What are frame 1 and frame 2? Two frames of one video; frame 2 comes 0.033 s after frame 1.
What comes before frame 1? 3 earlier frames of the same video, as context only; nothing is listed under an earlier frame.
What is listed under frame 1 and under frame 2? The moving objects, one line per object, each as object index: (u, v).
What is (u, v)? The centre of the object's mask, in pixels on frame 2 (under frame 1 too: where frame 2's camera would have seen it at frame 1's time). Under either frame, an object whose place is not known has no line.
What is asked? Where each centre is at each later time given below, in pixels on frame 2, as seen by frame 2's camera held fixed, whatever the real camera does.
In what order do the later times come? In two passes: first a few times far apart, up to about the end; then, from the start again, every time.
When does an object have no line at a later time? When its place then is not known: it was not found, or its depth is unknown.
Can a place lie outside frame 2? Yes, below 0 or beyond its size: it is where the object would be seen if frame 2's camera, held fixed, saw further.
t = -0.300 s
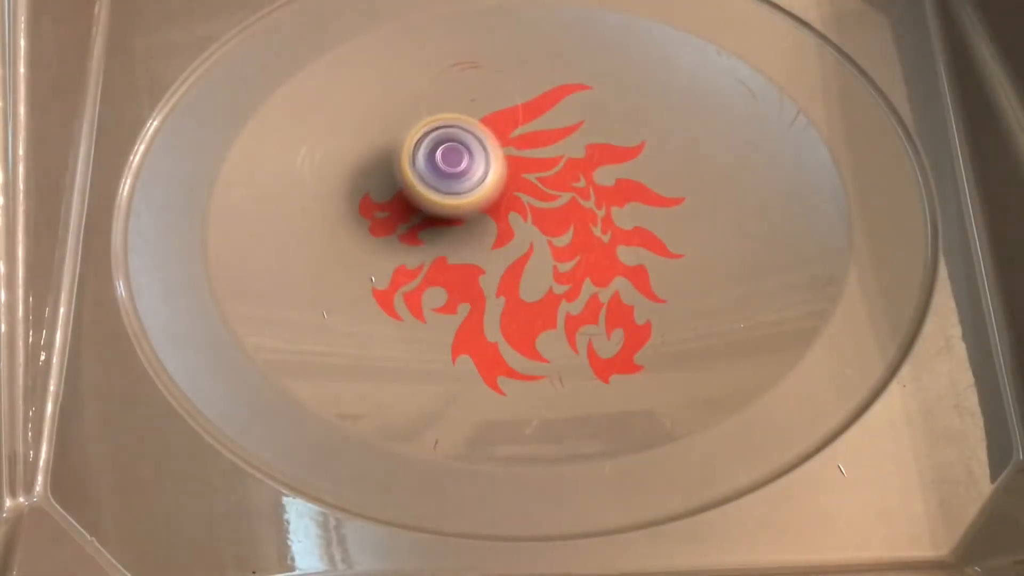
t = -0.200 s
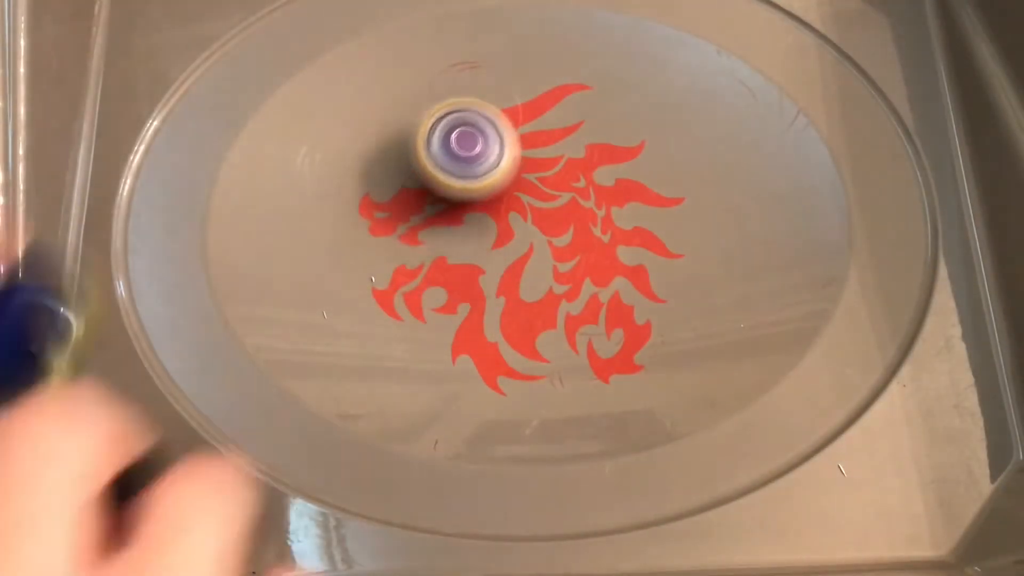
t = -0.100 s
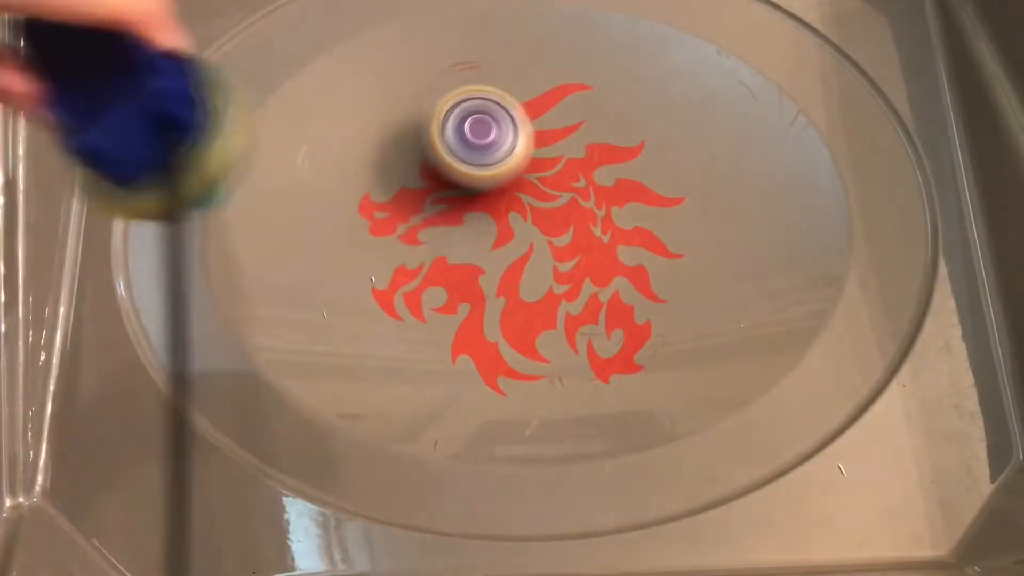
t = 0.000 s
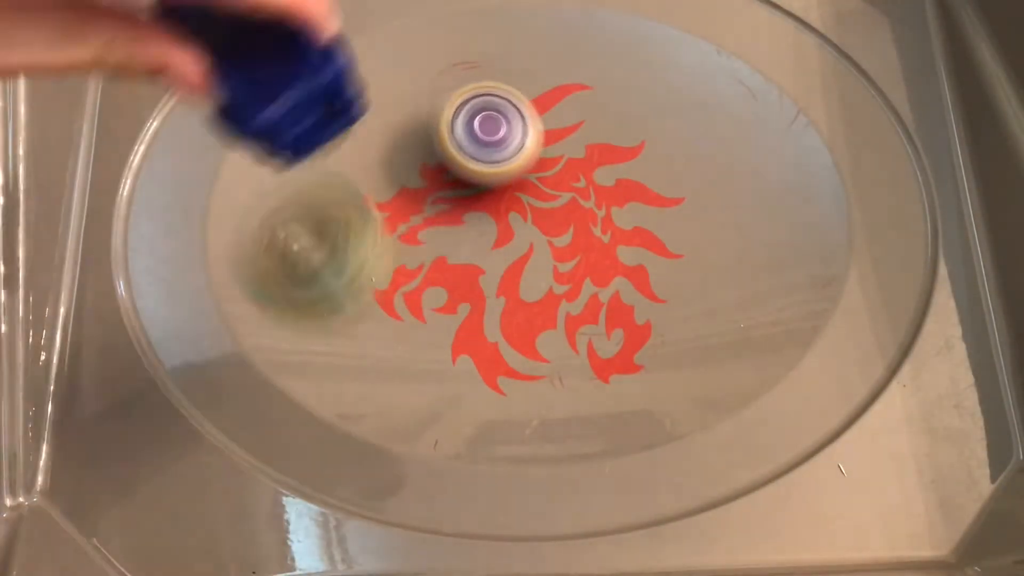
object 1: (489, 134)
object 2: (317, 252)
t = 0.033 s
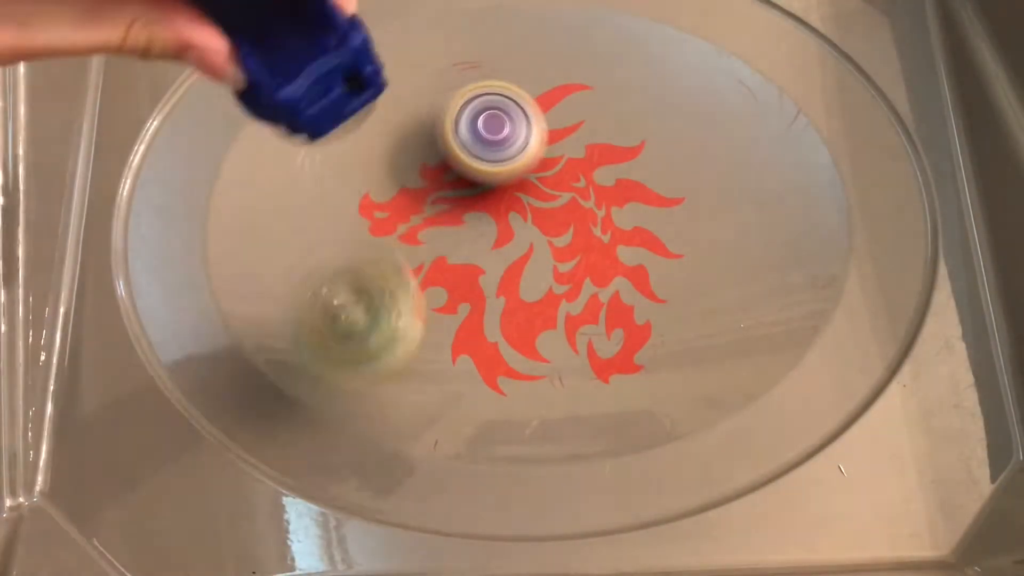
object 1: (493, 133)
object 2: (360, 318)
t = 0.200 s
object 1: (519, 133)
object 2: (529, 258)
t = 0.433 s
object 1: (521, 88)
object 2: (613, 221)
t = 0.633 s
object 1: (480, 99)
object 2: (457, 205)
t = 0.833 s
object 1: (481, 118)
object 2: (310, 190)
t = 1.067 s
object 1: (557, 154)
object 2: (241, 182)
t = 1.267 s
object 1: (641, 178)
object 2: (263, 179)
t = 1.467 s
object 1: (681, 182)
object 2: (301, 161)
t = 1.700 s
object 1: (687, 189)
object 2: (365, 148)
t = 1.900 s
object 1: (663, 212)
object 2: (447, 153)
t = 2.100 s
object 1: (628, 268)
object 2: (571, 133)
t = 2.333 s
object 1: (631, 326)
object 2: (634, 117)
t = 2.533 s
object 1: (616, 310)
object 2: (665, 143)
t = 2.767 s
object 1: (525, 297)
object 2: (689, 189)
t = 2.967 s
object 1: (446, 293)
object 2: (686, 235)
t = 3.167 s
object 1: (414, 282)
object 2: (655, 278)
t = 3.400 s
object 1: (398, 243)
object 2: (597, 305)
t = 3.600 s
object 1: (402, 202)
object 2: (546, 303)
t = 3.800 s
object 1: (429, 164)
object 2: (488, 285)
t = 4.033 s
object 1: (469, 130)
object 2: (442, 245)
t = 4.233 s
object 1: (509, 124)
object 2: (432, 204)
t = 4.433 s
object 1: (563, 127)
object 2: (432, 161)
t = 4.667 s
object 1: (627, 146)
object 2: (457, 127)
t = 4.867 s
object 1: (665, 172)
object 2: (490, 119)
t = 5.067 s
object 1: (684, 206)
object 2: (533, 131)
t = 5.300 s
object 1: (670, 255)
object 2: (607, 157)
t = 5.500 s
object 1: (674, 333)
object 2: (606, 136)
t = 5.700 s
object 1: (655, 338)
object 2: (608, 159)
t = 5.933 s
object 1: (575, 308)
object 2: (602, 199)
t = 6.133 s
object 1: (453, 289)
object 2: (593, 218)
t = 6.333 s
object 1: (370, 260)
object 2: (564, 234)
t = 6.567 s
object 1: (340, 220)
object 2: (532, 246)
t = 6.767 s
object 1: (357, 177)
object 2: (506, 240)
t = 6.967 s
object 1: (401, 146)
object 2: (485, 226)
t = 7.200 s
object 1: (472, 95)
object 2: (490, 260)
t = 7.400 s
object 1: (536, 103)
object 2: (496, 270)
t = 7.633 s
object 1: (638, 151)
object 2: (501, 276)
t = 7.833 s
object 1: (719, 205)
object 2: (507, 279)
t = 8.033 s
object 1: (761, 255)
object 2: (512, 279)
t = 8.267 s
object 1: (747, 288)
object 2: (520, 273)
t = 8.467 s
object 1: (670, 290)
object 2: (530, 267)
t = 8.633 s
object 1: (656, 294)
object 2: (433, 216)
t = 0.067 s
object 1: (498, 131)
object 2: (388, 342)
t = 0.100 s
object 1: (505, 126)
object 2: (425, 309)
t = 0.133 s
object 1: (509, 131)
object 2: (462, 281)
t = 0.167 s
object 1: (514, 133)
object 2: (498, 265)
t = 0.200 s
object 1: (519, 133)
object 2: (529, 258)
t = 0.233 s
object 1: (524, 133)
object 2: (558, 234)
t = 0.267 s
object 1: (531, 133)
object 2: (581, 222)
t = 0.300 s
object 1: (534, 119)
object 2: (601, 217)
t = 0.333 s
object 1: (535, 107)
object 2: (613, 219)
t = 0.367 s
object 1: (533, 98)
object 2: (618, 220)
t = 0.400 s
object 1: (528, 93)
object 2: (618, 220)
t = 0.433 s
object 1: (521, 88)
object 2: (613, 221)
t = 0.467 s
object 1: (513, 85)
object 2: (601, 220)
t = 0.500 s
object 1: (504, 85)
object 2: (582, 218)
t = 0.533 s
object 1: (495, 87)
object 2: (556, 216)
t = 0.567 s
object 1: (488, 91)
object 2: (525, 213)
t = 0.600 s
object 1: (482, 96)
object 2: (490, 207)
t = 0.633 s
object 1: (480, 99)
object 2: (457, 205)
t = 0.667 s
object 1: (480, 98)
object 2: (422, 204)
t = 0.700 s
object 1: (478, 99)
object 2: (392, 200)
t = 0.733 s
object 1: (478, 103)
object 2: (369, 197)
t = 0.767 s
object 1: (478, 106)
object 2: (347, 194)
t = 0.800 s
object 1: (479, 112)
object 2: (328, 192)
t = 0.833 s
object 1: (481, 118)
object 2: (310, 190)
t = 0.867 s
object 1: (484, 125)
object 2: (295, 189)
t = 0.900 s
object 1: (488, 131)
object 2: (281, 187)
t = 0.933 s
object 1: (497, 137)
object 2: (269, 186)
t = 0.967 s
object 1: (510, 141)
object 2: (260, 185)
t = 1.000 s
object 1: (526, 145)
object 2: (252, 184)
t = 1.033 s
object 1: (541, 150)
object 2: (245, 183)
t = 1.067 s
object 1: (557, 154)
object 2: (241, 182)
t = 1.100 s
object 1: (572, 158)
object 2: (239, 181)
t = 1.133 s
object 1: (587, 162)
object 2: (239, 180)
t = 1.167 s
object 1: (603, 167)
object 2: (243, 180)
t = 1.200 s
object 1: (618, 172)
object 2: (248, 180)
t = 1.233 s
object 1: (632, 176)
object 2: (255, 180)
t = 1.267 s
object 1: (641, 178)
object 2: (263, 179)
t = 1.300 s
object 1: (650, 179)
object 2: (270, 177)
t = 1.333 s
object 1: (659, 180)
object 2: (277, 175)
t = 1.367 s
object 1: (666, 181)
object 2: (284, 172)
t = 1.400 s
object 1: (672, 182)
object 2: (289, 168)
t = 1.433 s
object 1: (677, 182)
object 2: (295, 164)
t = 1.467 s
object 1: (681, 182)
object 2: (301, 161)
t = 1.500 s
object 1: (684, 182)
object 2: (308, 158)
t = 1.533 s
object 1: (687, 183)
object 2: (316, 155)
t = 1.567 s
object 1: (689, 184)
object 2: (325, 153)
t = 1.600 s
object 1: (690, 185)
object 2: (334, 151)
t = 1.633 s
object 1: (690, 186)
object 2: (344, 150)
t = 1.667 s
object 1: (689, 187)
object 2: (354, 149)
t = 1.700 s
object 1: (687, 189)
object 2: (365, 148)
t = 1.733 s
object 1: (684, 192)
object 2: (377, 149)
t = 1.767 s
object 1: (681, 196)
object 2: (389, 148)
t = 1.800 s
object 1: (678, 200)
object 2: (403, 149)
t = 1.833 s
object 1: (673, 203)
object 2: (417, 151)
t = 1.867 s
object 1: (668, 208)
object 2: (431, 152)
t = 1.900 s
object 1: (663, 212)
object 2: (447, 153)
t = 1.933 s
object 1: (657, 217)
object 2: (463, 153)
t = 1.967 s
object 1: (649, 223)
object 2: (483, 152)
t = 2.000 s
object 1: (642, 228)
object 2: (506, 152)
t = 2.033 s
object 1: (634, 233)
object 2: (530, 151)
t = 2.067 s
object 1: (627, 241)
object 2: (553, 149)
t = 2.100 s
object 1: (628, 268)
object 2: (571, 133)
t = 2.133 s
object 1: (627, 288)
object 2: (585, 122)
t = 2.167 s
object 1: (626, 300)
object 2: (595, 118)
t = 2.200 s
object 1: (626, 310)
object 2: (604, 116)
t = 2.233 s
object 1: (627, 317)
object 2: (612, 115)
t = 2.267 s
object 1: (629, 322)
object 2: (620, 114)
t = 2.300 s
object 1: (631, 325)
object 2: (627, 115)
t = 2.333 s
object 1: (631, 326)
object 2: (634, 117)
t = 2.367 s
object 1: (631, 325)
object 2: (639, 120)
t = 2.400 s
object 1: (629, 323)
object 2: (644, 124)
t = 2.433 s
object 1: (627, 319)
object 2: (650, 127)
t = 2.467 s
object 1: (624, 316)
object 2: (654, 132)
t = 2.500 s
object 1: (620, 313)
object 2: (660, 137)
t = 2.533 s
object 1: (616, 310)
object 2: (665, 143)
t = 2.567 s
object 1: (609, 307)
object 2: (670, 148)
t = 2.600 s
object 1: (601, 305)
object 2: (674, 154)
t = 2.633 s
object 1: (590, 301)
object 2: (678, 160)
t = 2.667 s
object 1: (577, 298)
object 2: (681, 166)
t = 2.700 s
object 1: (561, 297)
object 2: (683, 173)
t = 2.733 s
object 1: (544, 297)
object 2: (687, 181)
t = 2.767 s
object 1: (525, 297)
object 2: (689, 189)
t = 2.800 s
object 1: (507, 297)
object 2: (690, 195)
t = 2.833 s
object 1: (488, 297)
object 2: (692, 203)
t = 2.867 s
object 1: (475, 296)
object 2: (692, 210)
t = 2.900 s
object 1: (464, 296)
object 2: (690, 218)
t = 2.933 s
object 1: (454, 295)
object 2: (689, 226)
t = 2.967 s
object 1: (446, 293)
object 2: (686, 235)
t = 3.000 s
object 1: (439, 293)
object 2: (682, 243)
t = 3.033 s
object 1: (433, 291)
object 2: (679, 251)
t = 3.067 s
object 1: (428, 290)
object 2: (674, 258)
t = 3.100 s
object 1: (423, 288)
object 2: (670, 265)
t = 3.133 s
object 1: (419, 286)
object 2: (662, 272)
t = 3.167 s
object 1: (414, 282)
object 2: (655, 278)
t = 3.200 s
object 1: (410, 277)
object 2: (646, 283)
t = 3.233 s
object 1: (406, 271)
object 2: (639, 288)
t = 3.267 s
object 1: (405, 266)
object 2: (631, 292)
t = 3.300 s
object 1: (404, 261)
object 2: (623, 296)
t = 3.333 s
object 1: (401, 255)
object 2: (615, 299)
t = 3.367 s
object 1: (400, 249)
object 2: (606, 302)
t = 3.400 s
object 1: (398, 243)
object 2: (597, 305)
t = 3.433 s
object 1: (396, 237)
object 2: (586, 305)
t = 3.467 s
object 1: (395, 230)
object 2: (578, 307)
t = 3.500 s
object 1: (395, 223)
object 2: (570, 307)
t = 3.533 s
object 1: (395, 216)
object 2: (561, 307)
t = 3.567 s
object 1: (398, 210)
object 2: (552, 305)
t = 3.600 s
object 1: (402, 202)
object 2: (546, 303)
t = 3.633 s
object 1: (405, 194)
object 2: (540, 301)
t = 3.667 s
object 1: (410, 188)
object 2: (532, 298)
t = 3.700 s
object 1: (415, 181)
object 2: (523, 294)
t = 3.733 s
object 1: (419, 175)
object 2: (512, 293)
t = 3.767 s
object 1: (424, 170)
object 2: (500, 289)
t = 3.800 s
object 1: (429, 164)
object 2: (488, 285)
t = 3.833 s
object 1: (434, 157)
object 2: (478, 280)
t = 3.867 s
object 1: (439, 150)
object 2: (470, 275)
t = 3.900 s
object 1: (445, 146)
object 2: (463, 269)
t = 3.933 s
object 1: (452, 141)
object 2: (457, 263)
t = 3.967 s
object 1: (458, 137)
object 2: (452, 257)
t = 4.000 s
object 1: (463, 133)
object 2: (447, 251)
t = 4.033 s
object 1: (469, 130)
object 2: (442, 245)
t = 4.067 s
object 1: (474, 128)
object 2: (439, 238)
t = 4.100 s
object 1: (481, 126)
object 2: (435, 232)
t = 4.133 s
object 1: (487, 125)
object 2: (434, 225)
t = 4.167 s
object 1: (493, 125)
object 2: (432, 218)
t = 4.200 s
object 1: (500, 124)
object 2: (432, 211)
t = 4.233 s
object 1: (509, 124)
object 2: (432, 204)
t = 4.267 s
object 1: (515, 124)
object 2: (433, 196)
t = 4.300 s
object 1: (526, 124)
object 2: (430, 190)
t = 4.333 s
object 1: (535, 123)
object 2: (429, 183)
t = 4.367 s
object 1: (545, 125)
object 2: (429, 175)
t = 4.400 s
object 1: (554, 127)
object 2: (429, 168)
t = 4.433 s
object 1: (563, 127)
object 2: (432, 161)
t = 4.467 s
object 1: (572, 129)
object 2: (435, 155)
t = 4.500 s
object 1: (582, 131)
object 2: (437, 150)
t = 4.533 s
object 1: (592, 134)
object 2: (441, 144)
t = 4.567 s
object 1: (601, 136)
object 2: (445, 139)
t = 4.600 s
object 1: (609, 139)
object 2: (449, 136)
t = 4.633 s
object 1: (618, 143)
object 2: (453, 132)
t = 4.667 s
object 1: (627, 146)
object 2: (457, 127)
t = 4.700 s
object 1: (634, 149)
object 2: (462, 124)
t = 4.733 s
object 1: (642, 154)
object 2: (467, 122)
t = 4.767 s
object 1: (648, 157)
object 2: (472, 120)
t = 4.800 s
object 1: (655, 162)
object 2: (478, 119)
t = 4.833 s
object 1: (661, 167)
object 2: (483, 118)
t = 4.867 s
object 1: (665, 172)
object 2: (490, 119)
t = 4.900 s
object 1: (670, 178)
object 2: (496, 120)
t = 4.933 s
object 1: (673, 183)
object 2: (503, 121)
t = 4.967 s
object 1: (676, 188)
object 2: (509, 123)
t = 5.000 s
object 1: (679, 194)
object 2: (516, 126)
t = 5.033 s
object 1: (682, 200)
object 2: (523, 129)
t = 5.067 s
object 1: (684, 206)
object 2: (533, 131)
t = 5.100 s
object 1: (685, 212)
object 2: (545, 133)
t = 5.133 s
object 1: (683, 219)
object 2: (556, 137)
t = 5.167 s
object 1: (682, 226)
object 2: (568, 142)
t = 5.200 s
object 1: (679, 233)
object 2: (578, 146)
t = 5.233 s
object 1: (676, 239)
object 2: (590, 150)
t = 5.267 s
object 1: (672, 247)
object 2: (599, 154)
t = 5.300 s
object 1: (670, 255)
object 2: (607, 157)
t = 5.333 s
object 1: (670, 270)
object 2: (612, 153)
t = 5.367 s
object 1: (672, 296)
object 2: (609, 139)
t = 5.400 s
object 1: (671, 309)
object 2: (608, 132)
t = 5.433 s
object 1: (671, 318)
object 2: (608, 132)
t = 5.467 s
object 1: (673, 327)
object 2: (607, 133)
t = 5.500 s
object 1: (674, 333)
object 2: (606, 136)
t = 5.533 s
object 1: (673, 338)
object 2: (605, 138)
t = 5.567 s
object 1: (672, 340)
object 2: (605, 141)
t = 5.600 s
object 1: (670, 341)
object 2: (604, 143)
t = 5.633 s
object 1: (666, 341)
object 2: (604, 147)
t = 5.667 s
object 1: (661, 340)
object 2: (605, 151)
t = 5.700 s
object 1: (655, 338)
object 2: (608, 159)
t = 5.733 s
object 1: (648, 336)
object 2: (609, 165)
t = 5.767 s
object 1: (638, 333)
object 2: (609, 170)
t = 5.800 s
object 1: (629, 329)
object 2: (609, 175)
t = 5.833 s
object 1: (617, 324)
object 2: (607, 180)
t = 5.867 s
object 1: (606, 320)
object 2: (606, 186)
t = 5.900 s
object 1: (592, 315)
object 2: (604, 192)
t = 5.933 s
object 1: (575, 308)
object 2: (602, 199)
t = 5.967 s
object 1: (558, 304)
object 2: (601, 203)
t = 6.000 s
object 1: (536, 302)
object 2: (602, 203)
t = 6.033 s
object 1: (514, 300)
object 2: (601, 206)
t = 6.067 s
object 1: (491, 296)
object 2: (599, 210)
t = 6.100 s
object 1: (470, 293)
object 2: (596, 214)
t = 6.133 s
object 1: (453, 289)
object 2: (593, 218)
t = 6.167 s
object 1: (436, 285)
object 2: (589, 222)
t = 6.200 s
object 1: (420, 281)
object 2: (585, 224)
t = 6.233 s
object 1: (405, 277)
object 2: (580, 227)
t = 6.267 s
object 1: (390, 271)
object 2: (575, 229)
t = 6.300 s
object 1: (379, 265)
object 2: (570, 231)
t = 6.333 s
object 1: (370, 260)
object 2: (564, 234)
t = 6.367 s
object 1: (362, 254)
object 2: (559, 236)
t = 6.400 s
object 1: (356, 249)
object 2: (554, 238)
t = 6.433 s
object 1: (351, 244)
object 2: (550, 241)
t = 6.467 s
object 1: (347, 239)
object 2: (545, 242)
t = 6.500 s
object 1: (344, 233)
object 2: (540, 244)
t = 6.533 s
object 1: (341, 225)
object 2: (536, 245)
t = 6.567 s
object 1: (340, 220)
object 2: (532, 246)
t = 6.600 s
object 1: (340, 212)
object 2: (527, 245)
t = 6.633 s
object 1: (341, 205)
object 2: (524, 245)
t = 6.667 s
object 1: (343, 197)
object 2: (519, 244)
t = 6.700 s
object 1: (347, 190)
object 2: (515, 243)
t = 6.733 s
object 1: (351, 183)
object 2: (510, 241)
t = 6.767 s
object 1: (357, 177)
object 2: (506, 240)
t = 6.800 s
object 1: (364, 171)
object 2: (501, 238)
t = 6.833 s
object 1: (370, 165)
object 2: (498, 236)
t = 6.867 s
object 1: (377, 160)
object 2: (494, 234)
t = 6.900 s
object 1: (384, 155)
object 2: (491, 231)
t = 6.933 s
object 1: (392, 150)
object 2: (487, 228)
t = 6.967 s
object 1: (401, 146)
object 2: (485, 226)
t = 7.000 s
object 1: (411, 141)
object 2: (483, 225)
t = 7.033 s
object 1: (421, 121)
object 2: (485, 242)
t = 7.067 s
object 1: (434, 111)
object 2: (486, 252)
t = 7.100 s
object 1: (444, 106)
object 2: (486, 255)
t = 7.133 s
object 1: (453, 101)
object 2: (488, 257)
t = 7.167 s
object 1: (463, 97)
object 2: (488, 258)
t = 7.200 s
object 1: (472, 95)
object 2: (490, 260)
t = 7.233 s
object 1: (482, 93)
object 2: (491, 262)
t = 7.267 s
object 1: (492, 93)
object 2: (492, 264)
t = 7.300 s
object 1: (502, 93)
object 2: (493, 266)
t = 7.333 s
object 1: (513, 95)
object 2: (494, 267)
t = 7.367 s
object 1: (524, 98)
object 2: (495, 268)
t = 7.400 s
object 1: (536, 103)
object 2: (496, 270)
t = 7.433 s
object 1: (549, 108)
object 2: (497, 271)
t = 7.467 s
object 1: (562, 113)
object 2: (497, 272)
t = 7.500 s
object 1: (577, 120)
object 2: (498, 273)
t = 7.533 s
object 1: (592, 128)
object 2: (499, 273)
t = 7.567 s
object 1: (607, 136)
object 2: (499, 274)
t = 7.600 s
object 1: (622, 143)
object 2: (500, 275)
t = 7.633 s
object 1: (638, 151)
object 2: (501, 276)
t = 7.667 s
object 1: (653, 159)
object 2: (502, 277)
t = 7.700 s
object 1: (668, 167)
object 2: (503, 278)
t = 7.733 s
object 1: (682, 177)
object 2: (504, 279)
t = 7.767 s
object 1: (694, 186)
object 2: (505, 279)
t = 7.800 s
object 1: (708, 197)
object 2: (506, 279)
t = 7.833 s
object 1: (719, 205)
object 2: (507, 279)
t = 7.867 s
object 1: (729, 214)
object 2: (507, 279)
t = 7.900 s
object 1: (737, 223)
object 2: (508, 279)
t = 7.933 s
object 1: (745, 231)
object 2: (509, 279)
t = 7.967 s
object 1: (751, 240)
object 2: (510, 279)
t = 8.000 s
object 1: (756, 248)
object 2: (511, 279)
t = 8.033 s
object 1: (761, 255)
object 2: (512, 279)
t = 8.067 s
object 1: (763, 261)
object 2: (514, 278)
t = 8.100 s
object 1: (765, 267)
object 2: (514, 277)
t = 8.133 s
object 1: (764, 273)
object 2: (515, 276)
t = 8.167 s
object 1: (763, 277)
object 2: (516, 276)
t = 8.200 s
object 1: (759, 282)
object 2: (517, 274)
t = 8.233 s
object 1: (754, 285)
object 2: (519, 274)
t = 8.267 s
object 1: (747, 288)
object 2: (520, 273)
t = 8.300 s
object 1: (738, 290)
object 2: (522, 272)
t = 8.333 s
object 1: (728, 291)
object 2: (523, 271)
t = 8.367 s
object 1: (716, 292)
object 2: (524, 270)
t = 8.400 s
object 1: (702, 292)
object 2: (526, 269)
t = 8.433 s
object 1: (687, 291)
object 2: (528, 268)
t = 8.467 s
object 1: (670, 290)
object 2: (530, 267)
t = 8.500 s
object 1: (651, 289)
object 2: (531, 266)
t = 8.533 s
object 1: (657, 293)
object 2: (511, 256)
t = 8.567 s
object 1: (666, 298)
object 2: (475, 239)
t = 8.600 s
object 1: (664, 298)
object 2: (451, 227)
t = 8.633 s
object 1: (656, 294)
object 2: (433, 216)
